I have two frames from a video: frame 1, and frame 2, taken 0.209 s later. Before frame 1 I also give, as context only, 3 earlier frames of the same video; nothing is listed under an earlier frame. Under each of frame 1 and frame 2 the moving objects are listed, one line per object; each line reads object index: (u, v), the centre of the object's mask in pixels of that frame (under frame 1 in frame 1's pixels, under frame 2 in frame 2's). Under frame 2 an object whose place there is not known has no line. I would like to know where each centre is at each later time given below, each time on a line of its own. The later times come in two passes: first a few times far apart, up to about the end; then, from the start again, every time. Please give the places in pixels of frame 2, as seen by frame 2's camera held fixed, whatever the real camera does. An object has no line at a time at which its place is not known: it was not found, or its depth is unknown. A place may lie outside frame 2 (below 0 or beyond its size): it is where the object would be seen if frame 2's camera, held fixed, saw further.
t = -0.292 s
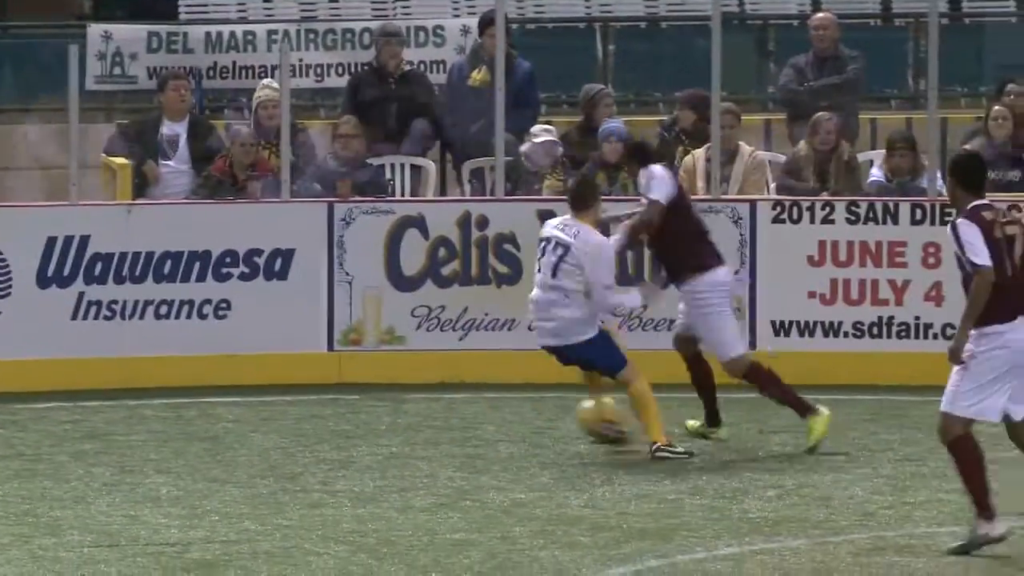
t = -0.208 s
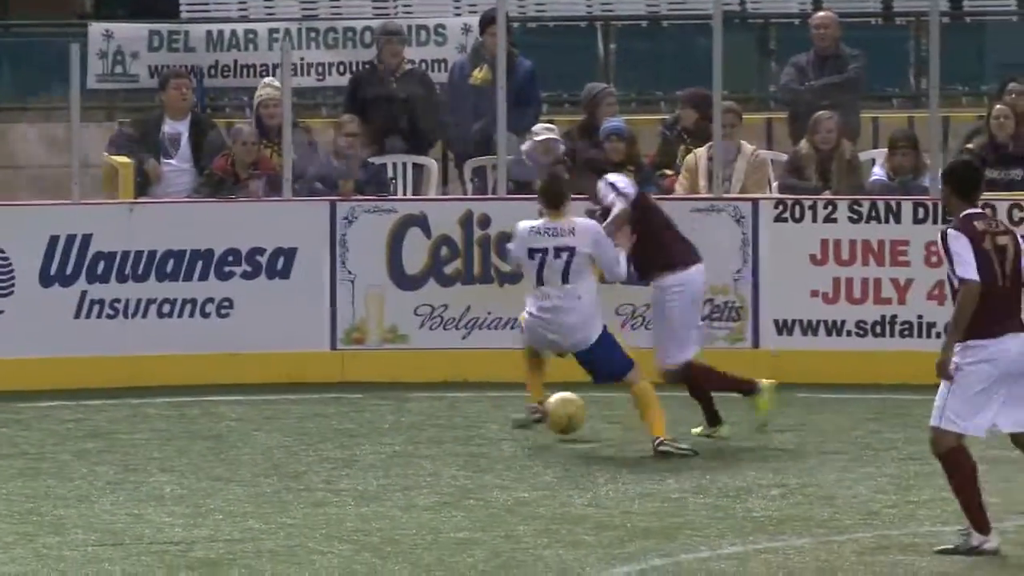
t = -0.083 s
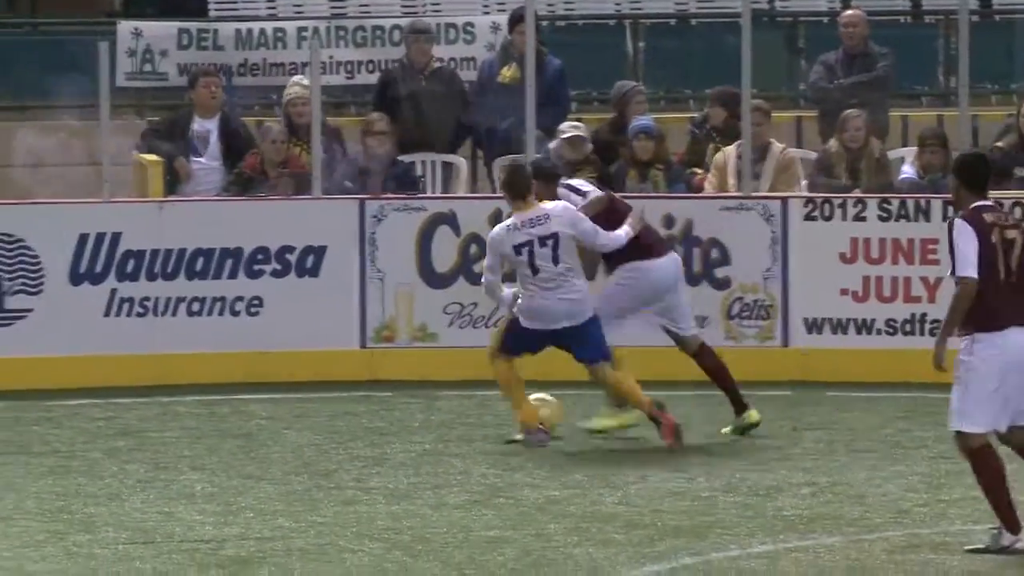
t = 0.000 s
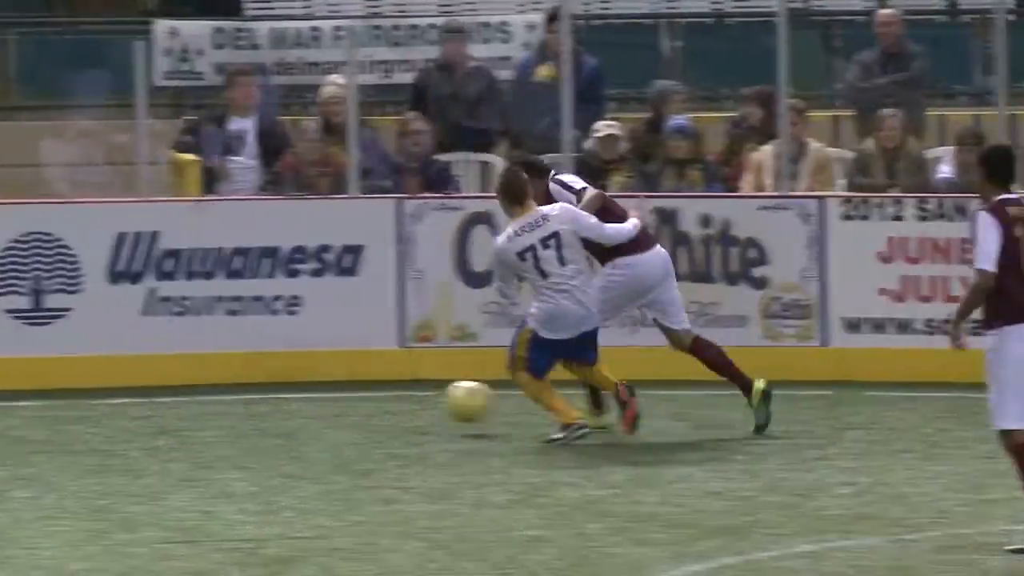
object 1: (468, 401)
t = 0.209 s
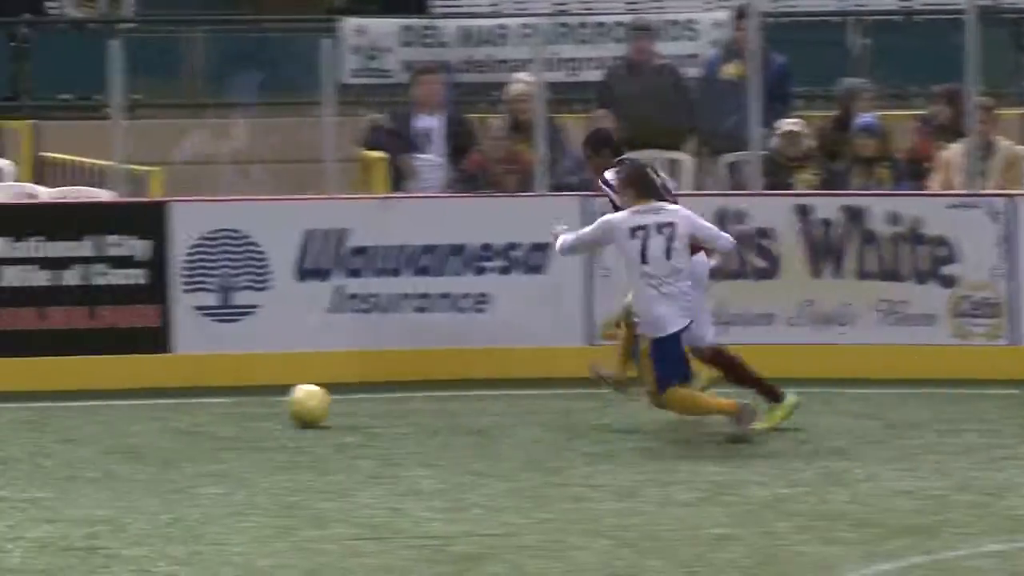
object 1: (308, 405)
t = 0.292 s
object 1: (192, 395)
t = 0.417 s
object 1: (18, 405)
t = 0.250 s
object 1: (251, 398)
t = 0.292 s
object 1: (192, 395)
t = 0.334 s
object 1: (134, 395)
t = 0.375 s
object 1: (77, 398)
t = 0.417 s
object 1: (18, 405)
